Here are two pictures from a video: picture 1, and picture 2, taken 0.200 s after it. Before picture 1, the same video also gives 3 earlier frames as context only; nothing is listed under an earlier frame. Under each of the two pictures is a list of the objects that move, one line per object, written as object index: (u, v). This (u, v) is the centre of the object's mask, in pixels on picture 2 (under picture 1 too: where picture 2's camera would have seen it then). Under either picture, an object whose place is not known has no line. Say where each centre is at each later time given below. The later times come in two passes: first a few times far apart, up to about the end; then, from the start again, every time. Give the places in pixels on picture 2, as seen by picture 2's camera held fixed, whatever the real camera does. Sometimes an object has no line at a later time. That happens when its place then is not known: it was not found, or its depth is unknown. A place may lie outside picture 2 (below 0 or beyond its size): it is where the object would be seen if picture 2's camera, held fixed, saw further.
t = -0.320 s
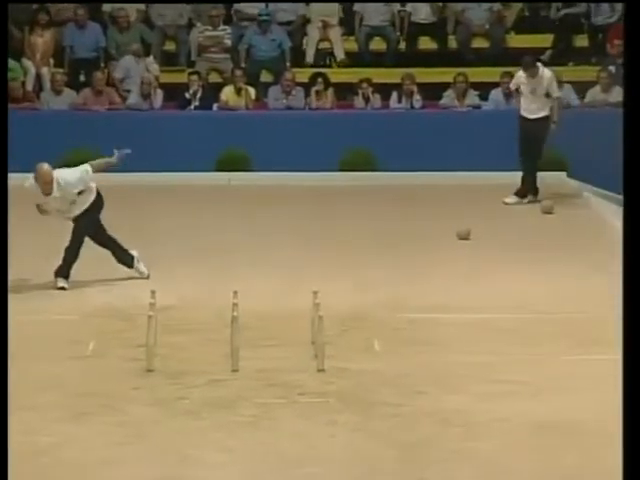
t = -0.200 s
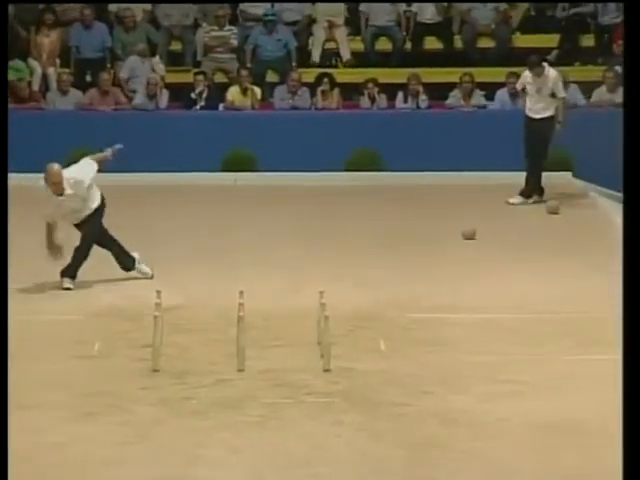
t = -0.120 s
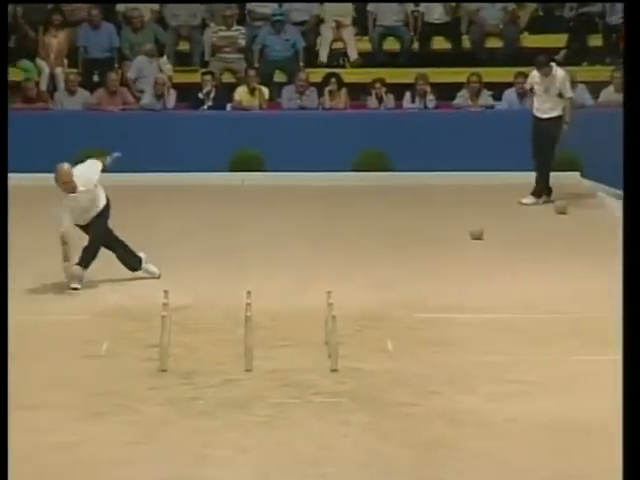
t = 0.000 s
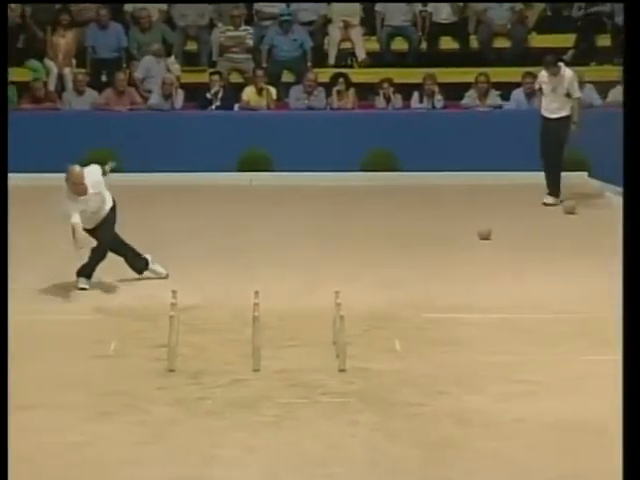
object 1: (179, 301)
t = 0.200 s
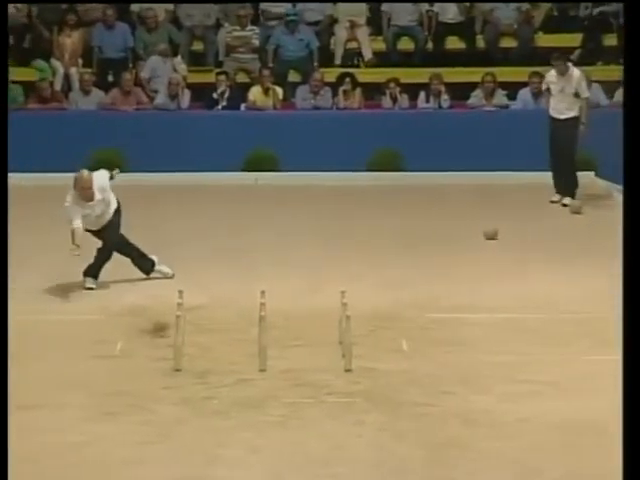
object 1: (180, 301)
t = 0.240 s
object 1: (180, 301)
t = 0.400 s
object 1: (177, 321)
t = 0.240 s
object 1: (180, 301)
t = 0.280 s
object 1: (180, 306)
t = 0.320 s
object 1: (180, 306)
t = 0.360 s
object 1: (179, 306)
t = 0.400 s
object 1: (177, 321)
